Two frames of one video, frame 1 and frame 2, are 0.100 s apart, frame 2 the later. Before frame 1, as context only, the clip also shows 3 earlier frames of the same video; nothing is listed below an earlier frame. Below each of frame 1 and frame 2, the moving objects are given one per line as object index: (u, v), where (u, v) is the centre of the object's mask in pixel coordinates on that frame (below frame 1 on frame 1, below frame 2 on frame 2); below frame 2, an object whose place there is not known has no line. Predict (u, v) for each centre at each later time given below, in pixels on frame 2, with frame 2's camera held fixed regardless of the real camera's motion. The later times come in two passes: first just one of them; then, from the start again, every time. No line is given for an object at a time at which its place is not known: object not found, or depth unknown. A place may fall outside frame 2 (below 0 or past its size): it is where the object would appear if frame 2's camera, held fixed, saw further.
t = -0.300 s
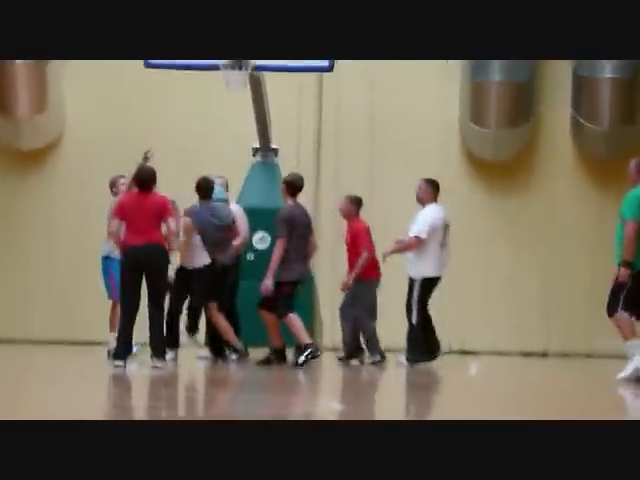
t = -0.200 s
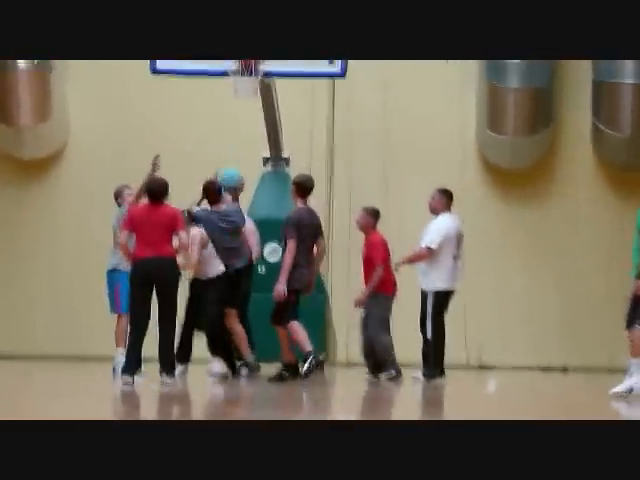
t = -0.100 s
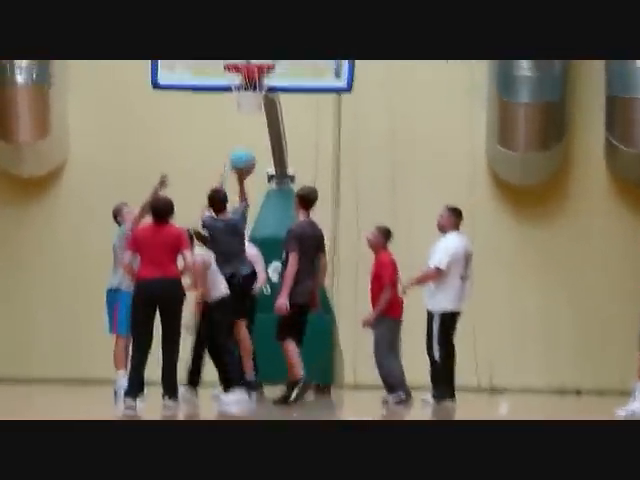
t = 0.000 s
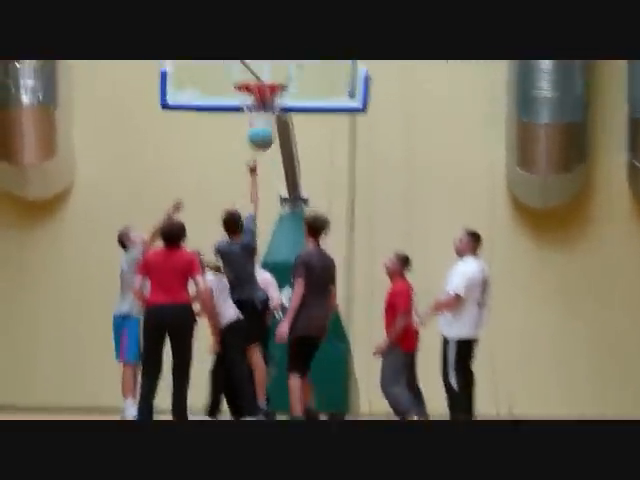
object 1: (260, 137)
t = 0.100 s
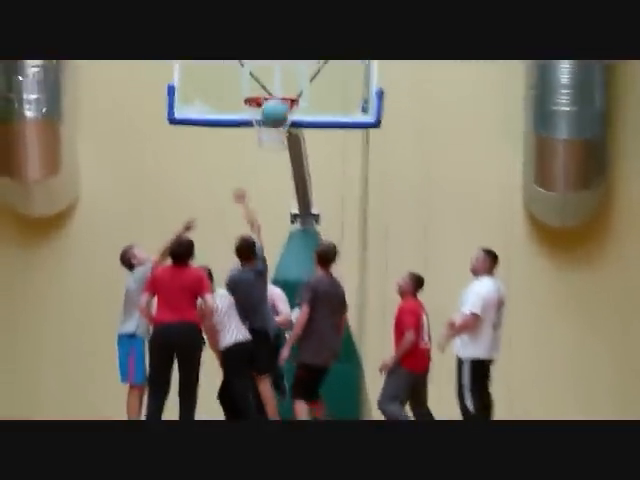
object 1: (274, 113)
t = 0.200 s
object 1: (276, 86)
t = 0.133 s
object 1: (274, 104)
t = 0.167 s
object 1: (275, 95)
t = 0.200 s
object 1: (276, 86)
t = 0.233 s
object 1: (277, 80)
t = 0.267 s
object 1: (277, 74)
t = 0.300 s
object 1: (278, 71)
